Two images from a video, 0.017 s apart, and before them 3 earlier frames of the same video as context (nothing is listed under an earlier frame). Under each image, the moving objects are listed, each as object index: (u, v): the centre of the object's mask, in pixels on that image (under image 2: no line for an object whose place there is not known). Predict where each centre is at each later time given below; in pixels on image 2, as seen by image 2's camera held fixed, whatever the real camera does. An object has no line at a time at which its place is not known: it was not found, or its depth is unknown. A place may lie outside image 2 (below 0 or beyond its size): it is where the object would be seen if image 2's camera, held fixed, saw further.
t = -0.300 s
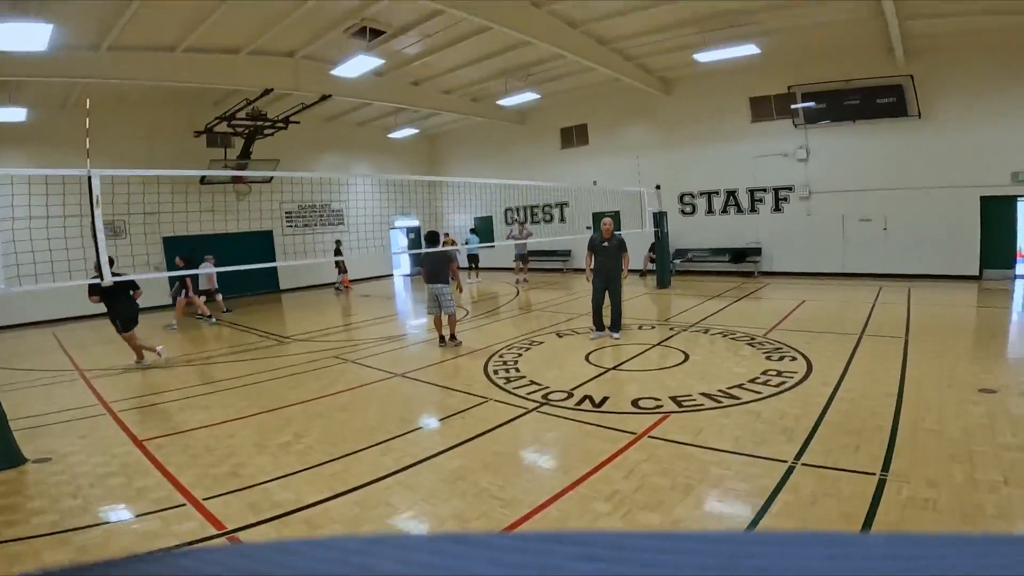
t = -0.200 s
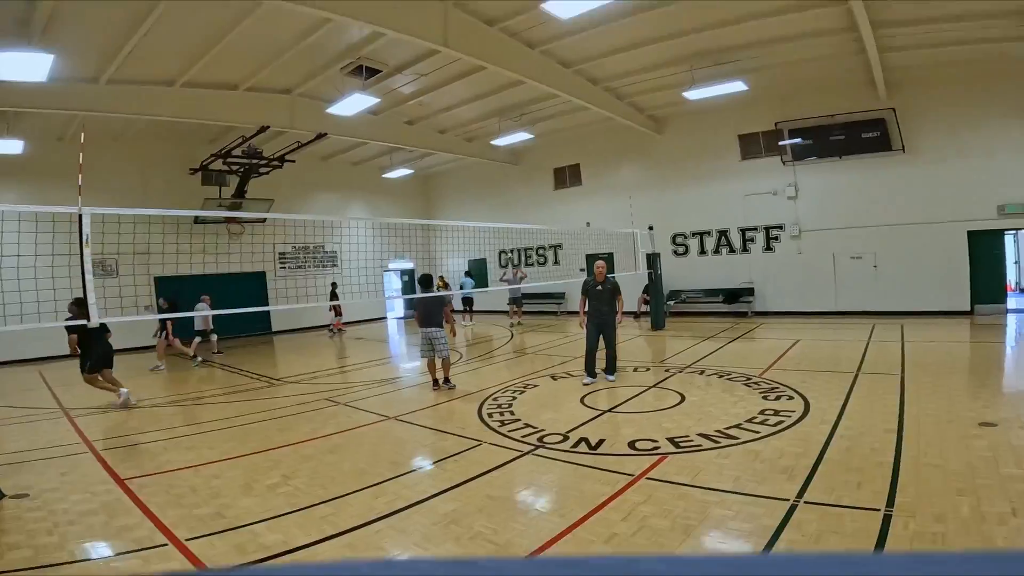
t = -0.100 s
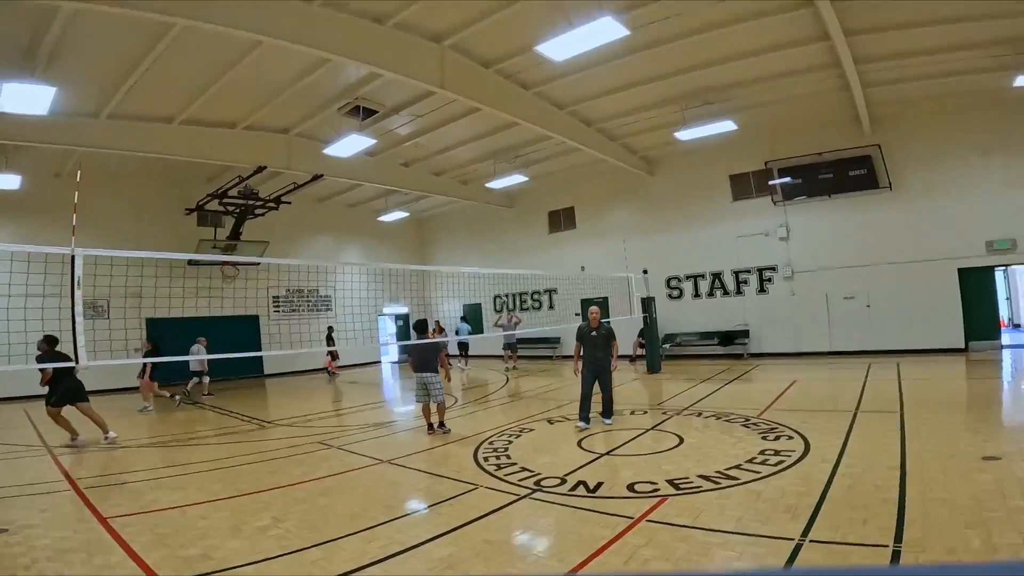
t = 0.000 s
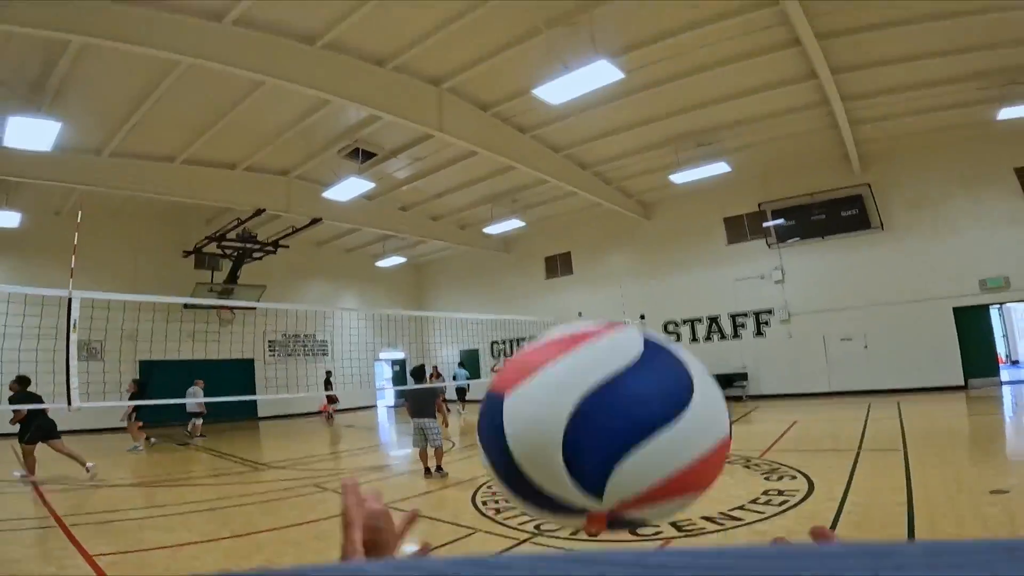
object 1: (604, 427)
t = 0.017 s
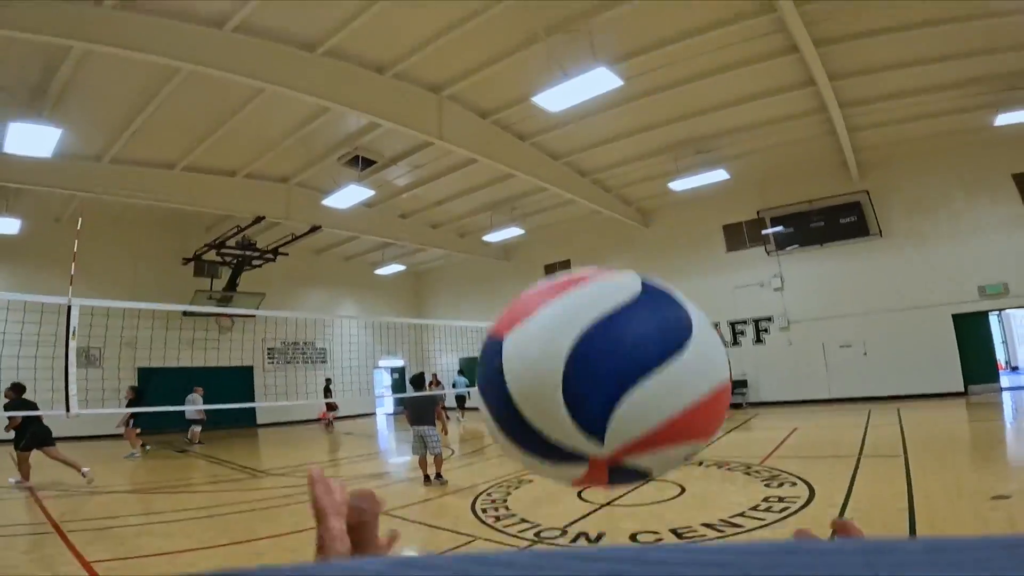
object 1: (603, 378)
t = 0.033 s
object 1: (603, 332)
